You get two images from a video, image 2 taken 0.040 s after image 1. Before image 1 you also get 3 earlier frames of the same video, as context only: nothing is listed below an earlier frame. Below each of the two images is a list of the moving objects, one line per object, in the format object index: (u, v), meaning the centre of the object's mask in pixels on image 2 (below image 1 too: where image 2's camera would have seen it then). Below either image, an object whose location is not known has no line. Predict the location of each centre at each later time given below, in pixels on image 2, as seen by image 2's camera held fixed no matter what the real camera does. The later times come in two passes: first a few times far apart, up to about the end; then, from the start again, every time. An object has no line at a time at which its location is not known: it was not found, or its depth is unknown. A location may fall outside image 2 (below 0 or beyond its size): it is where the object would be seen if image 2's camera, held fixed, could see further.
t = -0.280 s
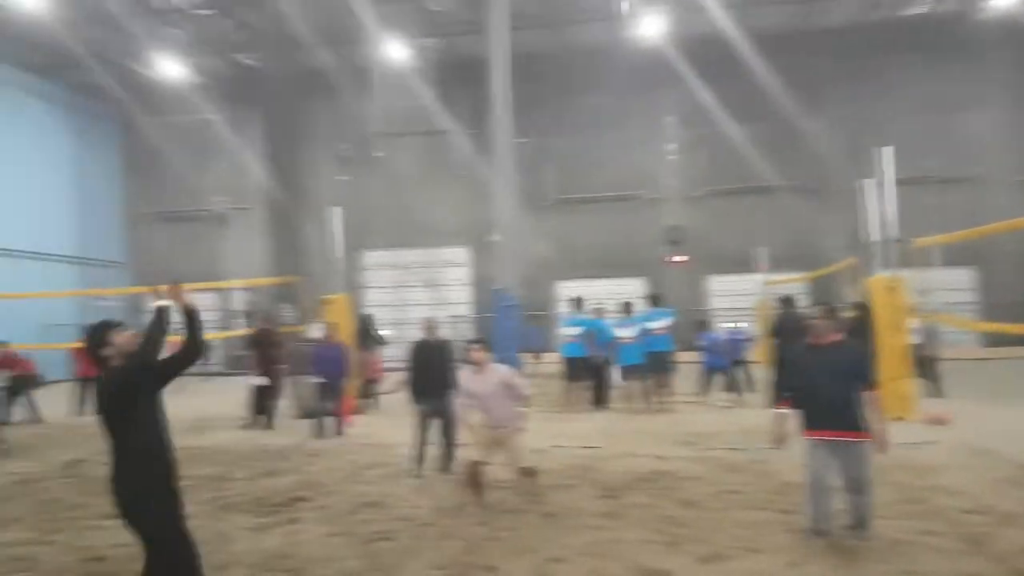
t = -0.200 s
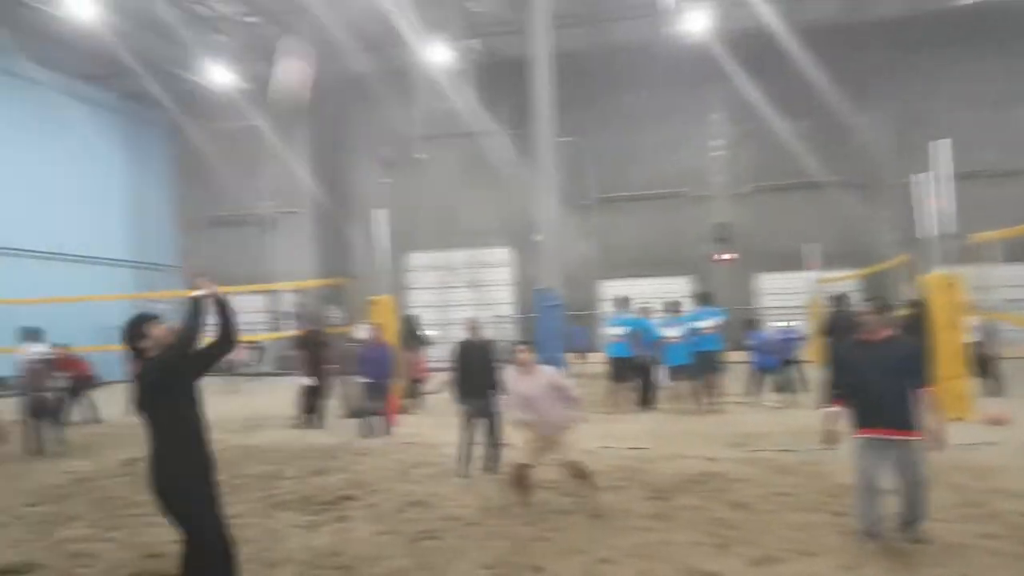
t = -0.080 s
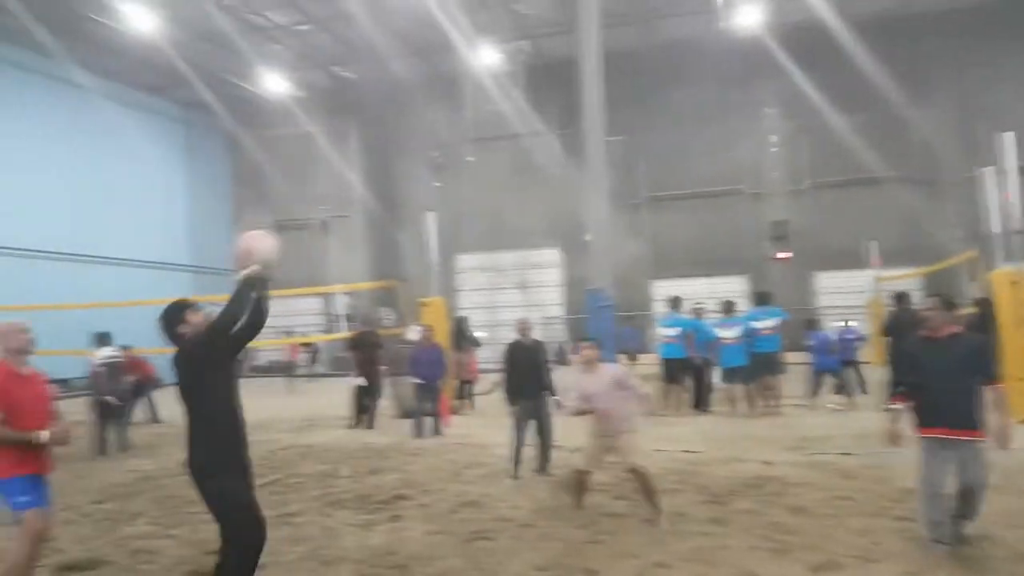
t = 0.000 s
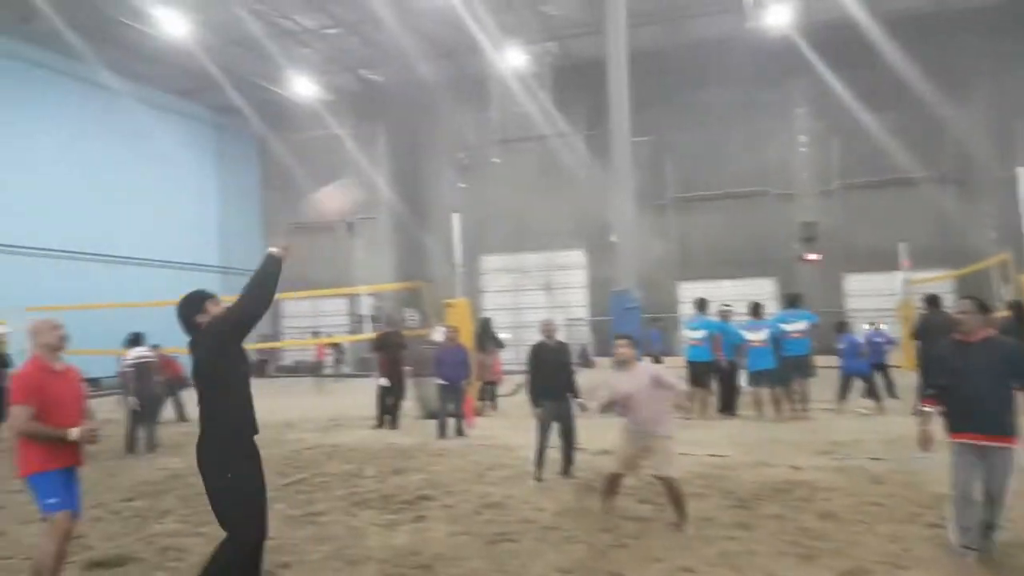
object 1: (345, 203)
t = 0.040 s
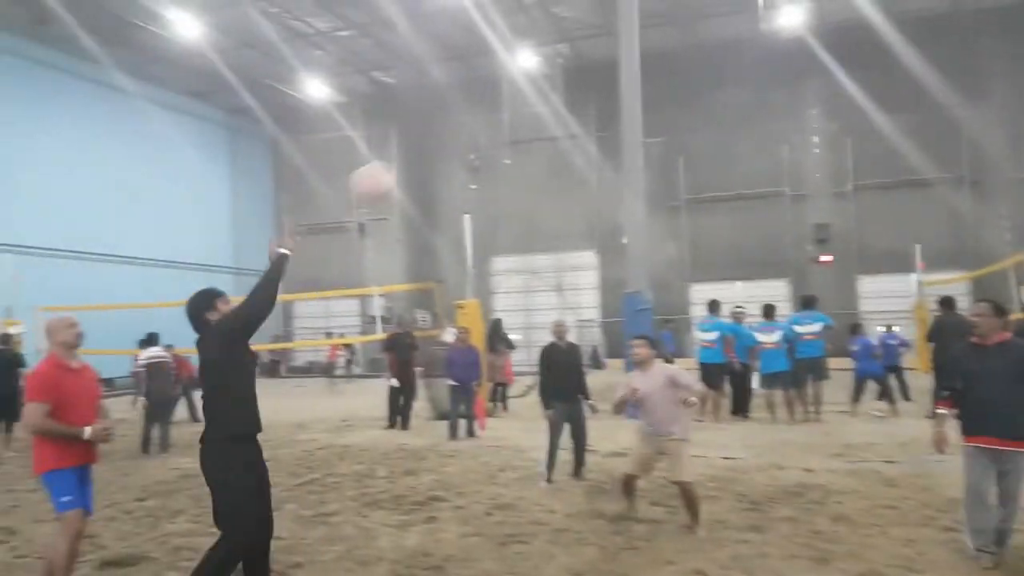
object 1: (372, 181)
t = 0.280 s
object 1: (523, 109)
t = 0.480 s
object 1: (631, 123)
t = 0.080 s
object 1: (402, 160)
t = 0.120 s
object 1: (428, 145)
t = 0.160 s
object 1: (450, 132)
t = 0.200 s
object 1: (475, 122)
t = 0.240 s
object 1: (499, 114)
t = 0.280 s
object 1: (523, 109)
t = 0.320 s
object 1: (547, 107)
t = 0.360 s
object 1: (567, 107)
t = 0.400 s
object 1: (590, 110)
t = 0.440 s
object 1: (610, 118)
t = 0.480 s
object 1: (631, 123)
